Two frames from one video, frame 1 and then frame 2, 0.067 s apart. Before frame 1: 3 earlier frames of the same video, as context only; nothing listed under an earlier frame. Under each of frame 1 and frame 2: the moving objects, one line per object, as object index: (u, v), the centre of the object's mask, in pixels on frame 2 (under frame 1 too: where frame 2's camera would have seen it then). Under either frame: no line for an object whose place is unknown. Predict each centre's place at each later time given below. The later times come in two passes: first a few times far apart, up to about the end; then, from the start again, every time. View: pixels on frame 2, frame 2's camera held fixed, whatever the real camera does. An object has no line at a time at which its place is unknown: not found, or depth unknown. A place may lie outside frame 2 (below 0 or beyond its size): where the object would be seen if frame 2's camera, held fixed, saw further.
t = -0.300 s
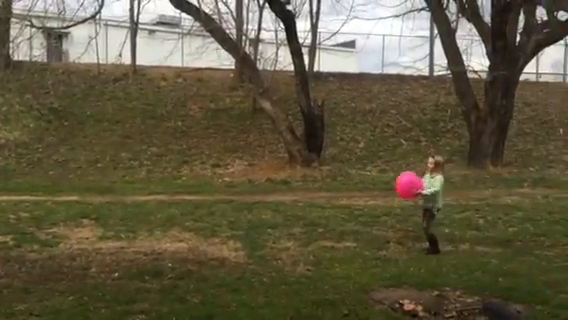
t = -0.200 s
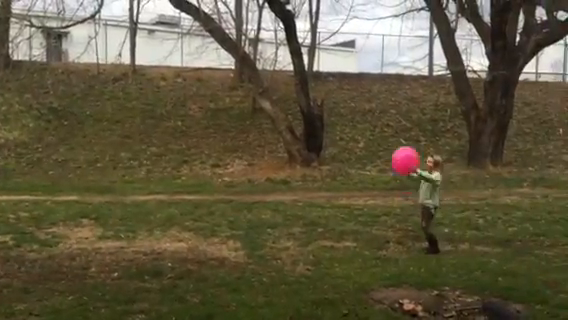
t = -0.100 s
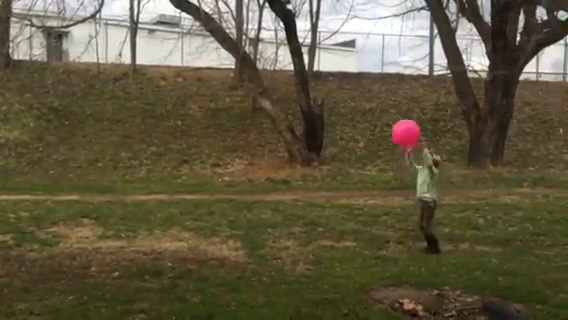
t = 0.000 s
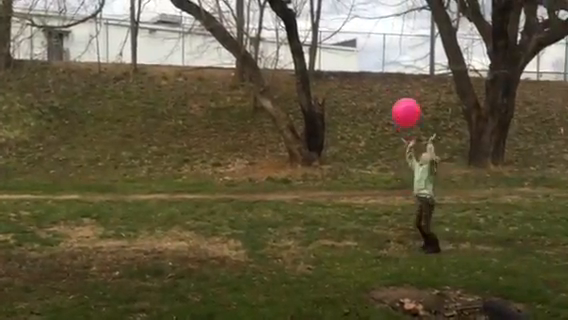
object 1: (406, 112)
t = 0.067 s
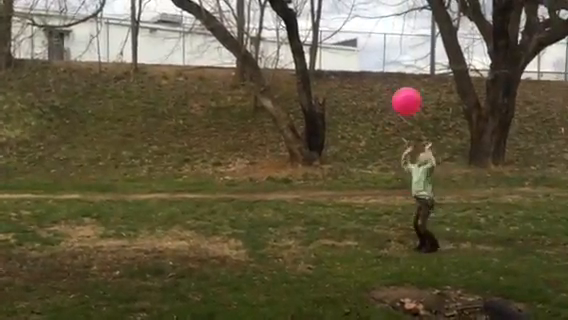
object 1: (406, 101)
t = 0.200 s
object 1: (405, 90)
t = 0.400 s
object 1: (402, 92)
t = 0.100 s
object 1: (406, 97)
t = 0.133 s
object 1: (406, 95)
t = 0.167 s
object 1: (406, 91)
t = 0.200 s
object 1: (405, 90)
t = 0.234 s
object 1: (405, 89)
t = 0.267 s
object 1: (404, 88)
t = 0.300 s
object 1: (404, 88)
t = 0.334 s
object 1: (403, 89)
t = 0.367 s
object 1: (402, 91)
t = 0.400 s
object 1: (402, 92)
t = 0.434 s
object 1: (400, 96)
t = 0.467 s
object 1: (399, 100)
